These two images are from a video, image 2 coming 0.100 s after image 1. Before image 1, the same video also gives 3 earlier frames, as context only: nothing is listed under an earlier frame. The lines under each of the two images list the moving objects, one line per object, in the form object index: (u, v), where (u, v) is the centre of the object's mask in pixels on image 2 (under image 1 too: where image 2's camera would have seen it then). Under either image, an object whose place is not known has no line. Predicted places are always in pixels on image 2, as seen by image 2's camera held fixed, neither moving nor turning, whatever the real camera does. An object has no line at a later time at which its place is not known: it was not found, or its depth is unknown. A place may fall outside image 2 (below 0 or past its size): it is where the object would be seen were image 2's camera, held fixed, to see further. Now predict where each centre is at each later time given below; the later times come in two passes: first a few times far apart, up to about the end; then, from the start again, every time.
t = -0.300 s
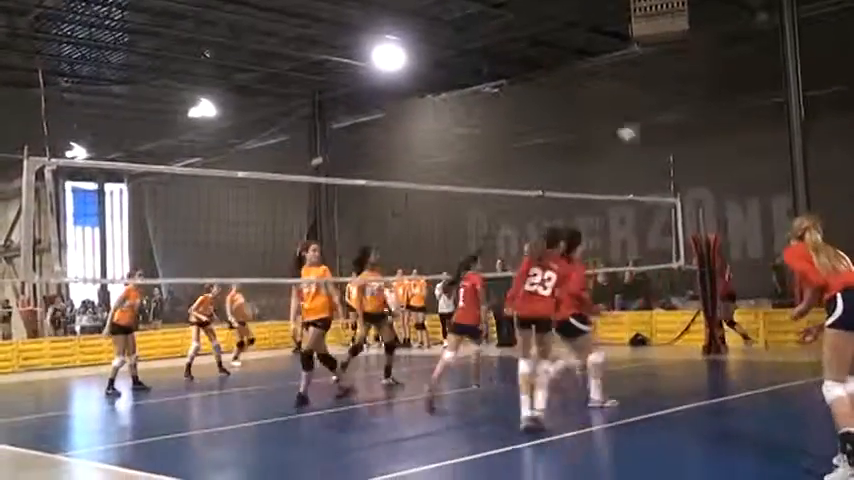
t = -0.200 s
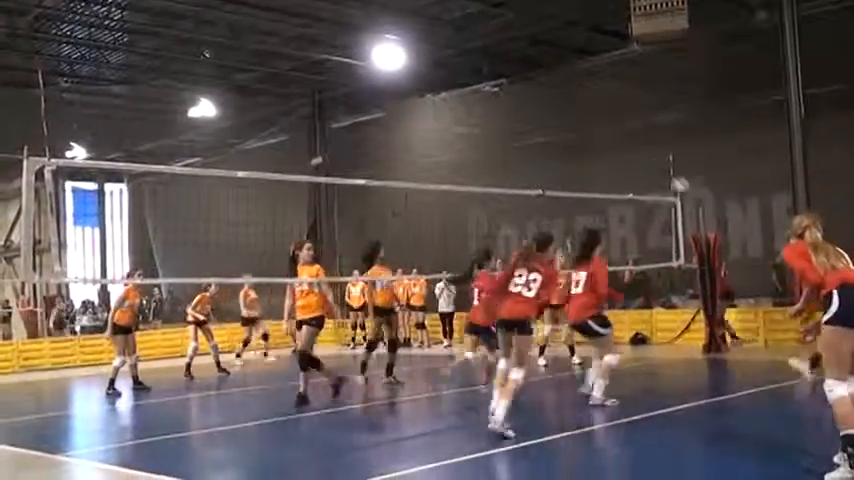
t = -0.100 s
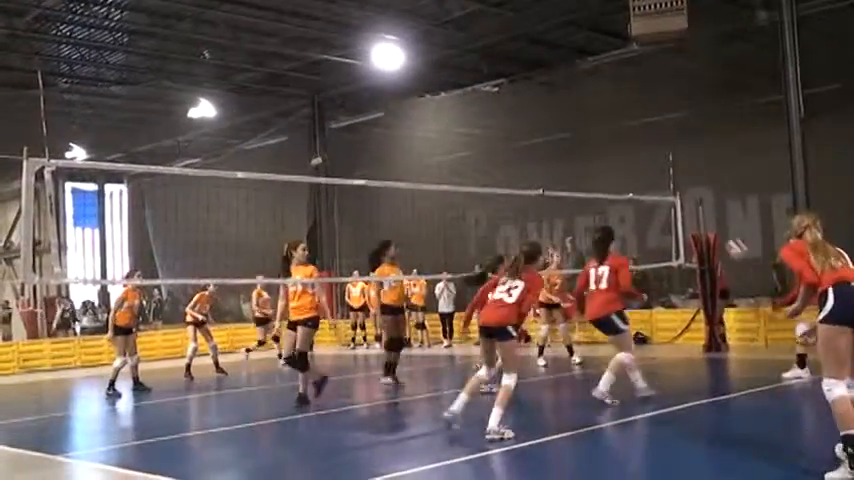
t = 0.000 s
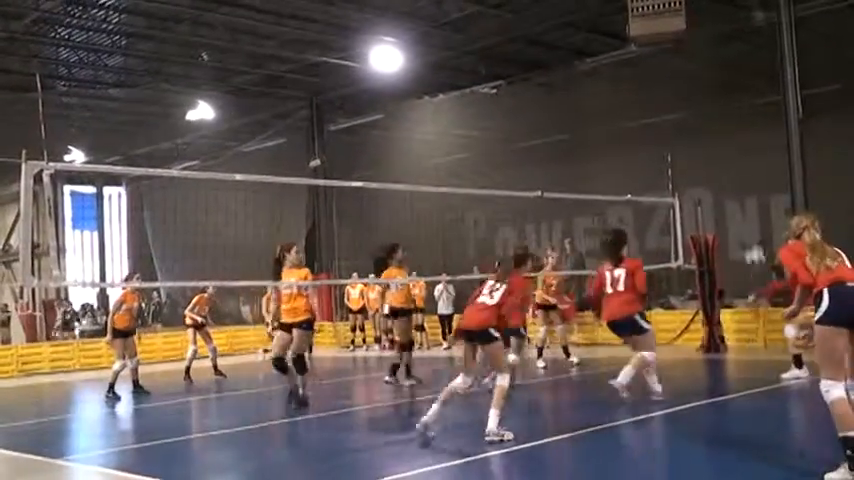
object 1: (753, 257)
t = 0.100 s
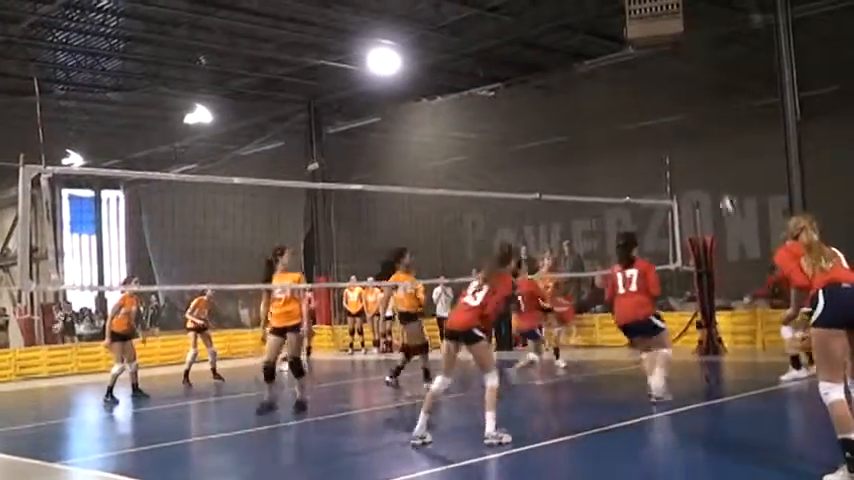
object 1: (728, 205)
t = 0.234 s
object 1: (702, 148)
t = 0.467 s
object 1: (657, 90)
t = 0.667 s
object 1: (625, 76)
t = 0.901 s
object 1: (586, 102)
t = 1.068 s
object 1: (562, 148)
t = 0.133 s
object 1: (724, 189)
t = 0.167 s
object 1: (714, 175)
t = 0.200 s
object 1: (707, 160)
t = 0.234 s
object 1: (702, 148)
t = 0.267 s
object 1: (695, 137)
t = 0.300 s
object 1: (688, 126)
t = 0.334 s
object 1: (682, 116)
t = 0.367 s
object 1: (676, 109)
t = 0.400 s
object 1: (670, 101)
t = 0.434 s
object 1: (664, 95)
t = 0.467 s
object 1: (657, 90)
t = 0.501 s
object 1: (650, 84)
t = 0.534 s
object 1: (645, 81)
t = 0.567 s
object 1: (639, 79)
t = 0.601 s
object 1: (633, 76)
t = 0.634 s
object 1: (628, 75)
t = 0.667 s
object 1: (625, 76)
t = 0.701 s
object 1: (617, 76)
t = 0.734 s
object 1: (612, 78)
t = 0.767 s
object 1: (607, 81)
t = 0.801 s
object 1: (602, 86)
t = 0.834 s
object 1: (595, 90)
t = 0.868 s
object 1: (592, 96)
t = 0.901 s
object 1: (586, 102)
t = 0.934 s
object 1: (582, 109)
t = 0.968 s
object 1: (576, 117)
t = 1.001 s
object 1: (572, 127)
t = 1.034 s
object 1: (566, 137)
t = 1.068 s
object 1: (562, 148)
